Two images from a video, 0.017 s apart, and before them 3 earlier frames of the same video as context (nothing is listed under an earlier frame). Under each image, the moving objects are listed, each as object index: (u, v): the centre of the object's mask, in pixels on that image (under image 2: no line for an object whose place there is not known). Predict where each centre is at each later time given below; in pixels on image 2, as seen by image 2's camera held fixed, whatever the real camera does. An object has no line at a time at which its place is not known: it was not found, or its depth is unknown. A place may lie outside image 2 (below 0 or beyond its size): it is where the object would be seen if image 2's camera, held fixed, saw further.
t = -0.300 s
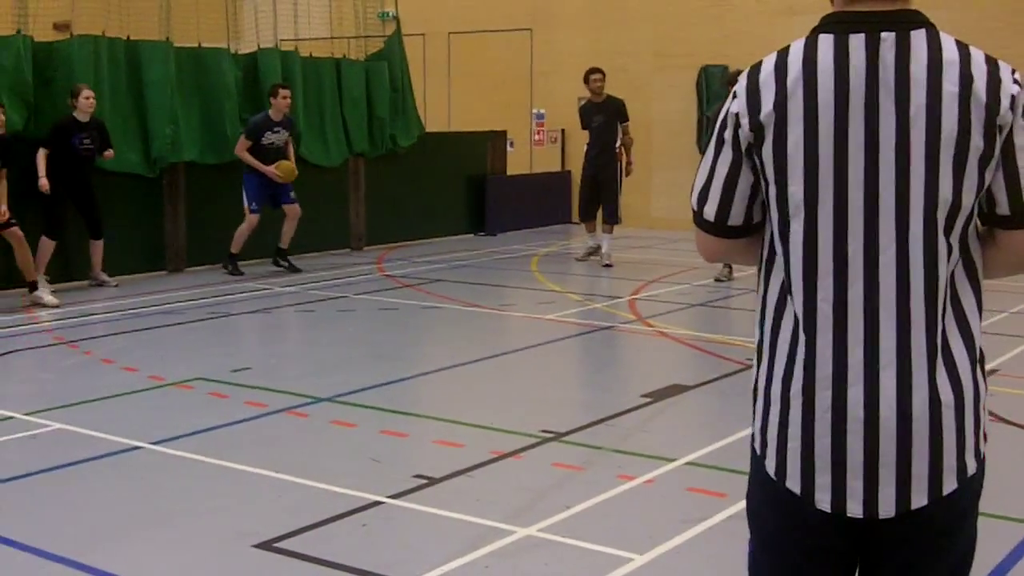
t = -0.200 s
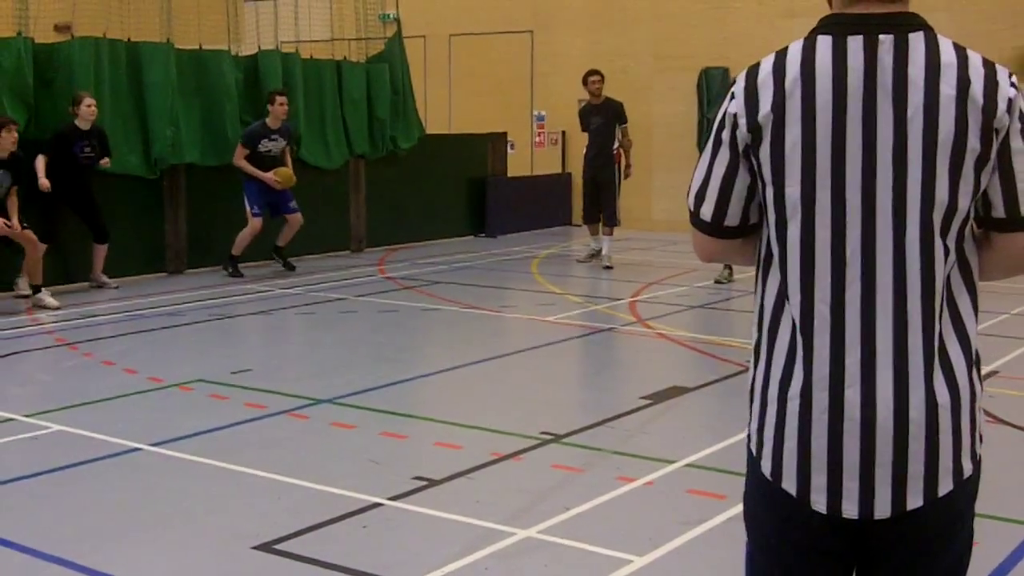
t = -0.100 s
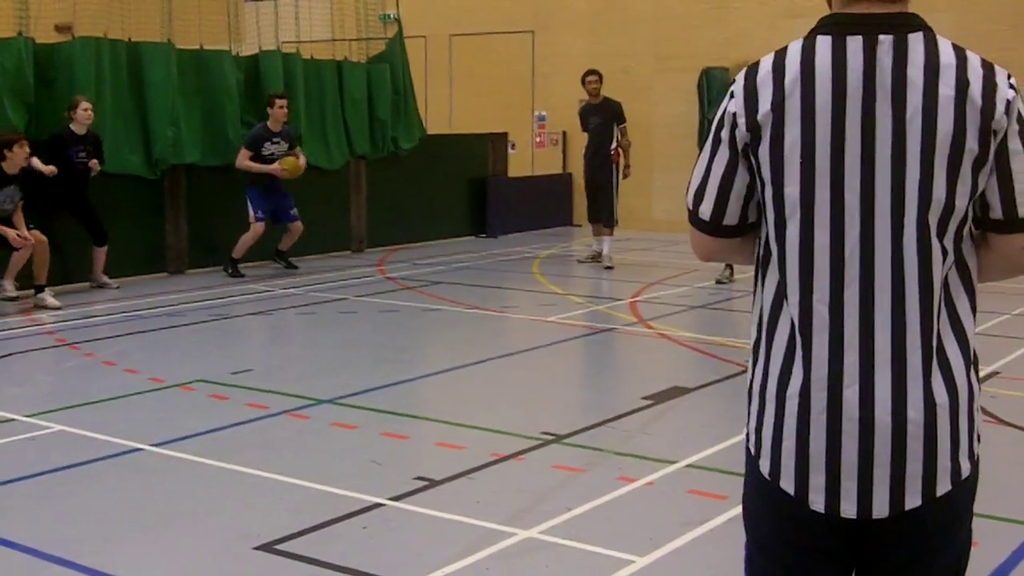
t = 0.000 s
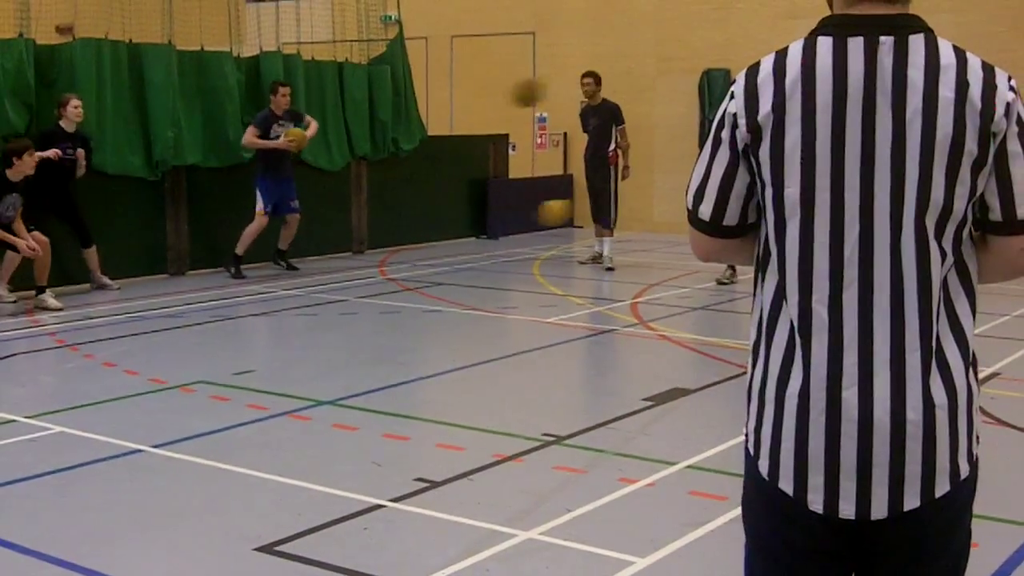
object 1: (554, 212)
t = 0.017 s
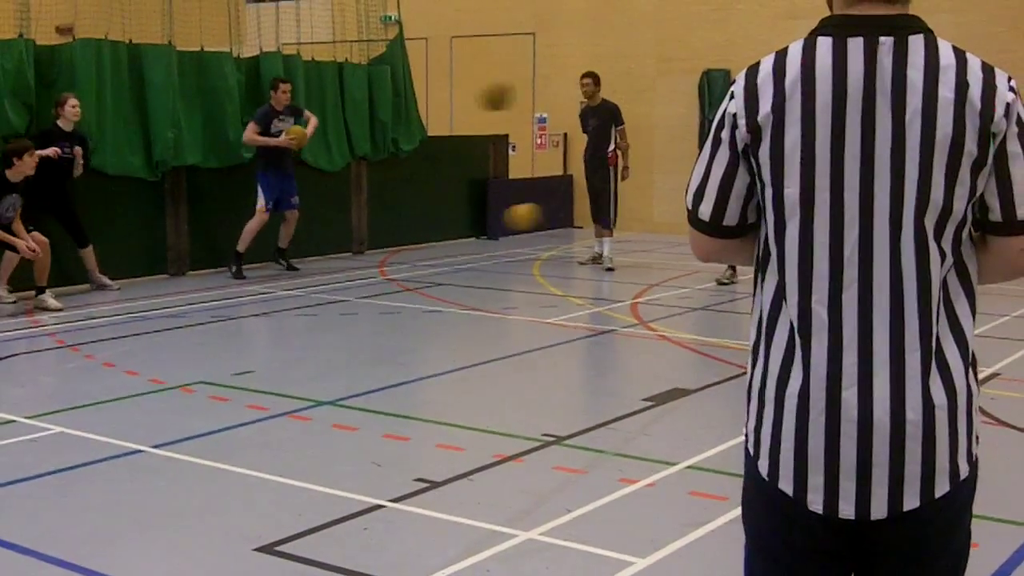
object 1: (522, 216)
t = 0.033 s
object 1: (491, 219)
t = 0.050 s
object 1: (460, 222)
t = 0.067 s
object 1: (430, 226)
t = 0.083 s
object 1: (401, 229)
